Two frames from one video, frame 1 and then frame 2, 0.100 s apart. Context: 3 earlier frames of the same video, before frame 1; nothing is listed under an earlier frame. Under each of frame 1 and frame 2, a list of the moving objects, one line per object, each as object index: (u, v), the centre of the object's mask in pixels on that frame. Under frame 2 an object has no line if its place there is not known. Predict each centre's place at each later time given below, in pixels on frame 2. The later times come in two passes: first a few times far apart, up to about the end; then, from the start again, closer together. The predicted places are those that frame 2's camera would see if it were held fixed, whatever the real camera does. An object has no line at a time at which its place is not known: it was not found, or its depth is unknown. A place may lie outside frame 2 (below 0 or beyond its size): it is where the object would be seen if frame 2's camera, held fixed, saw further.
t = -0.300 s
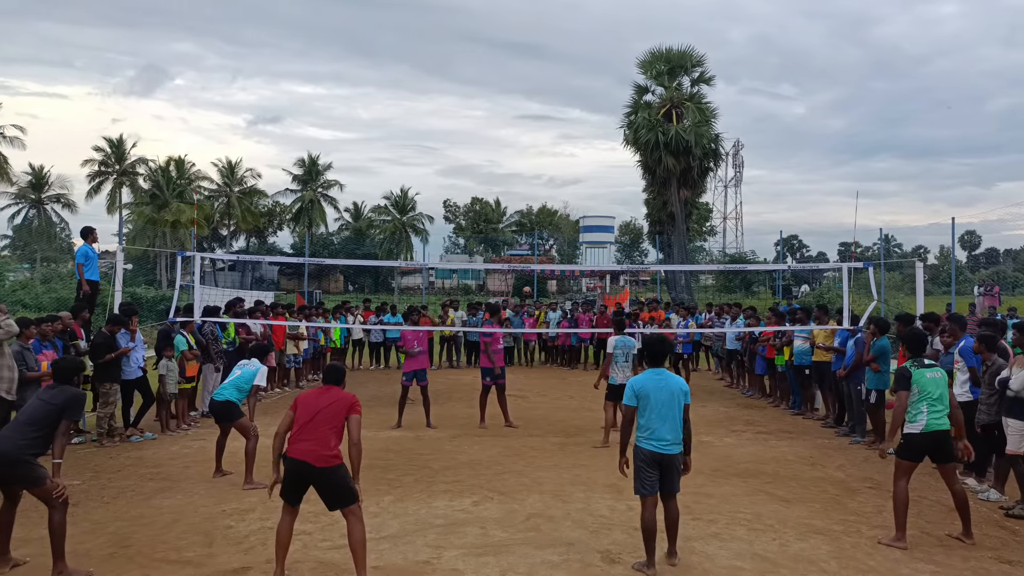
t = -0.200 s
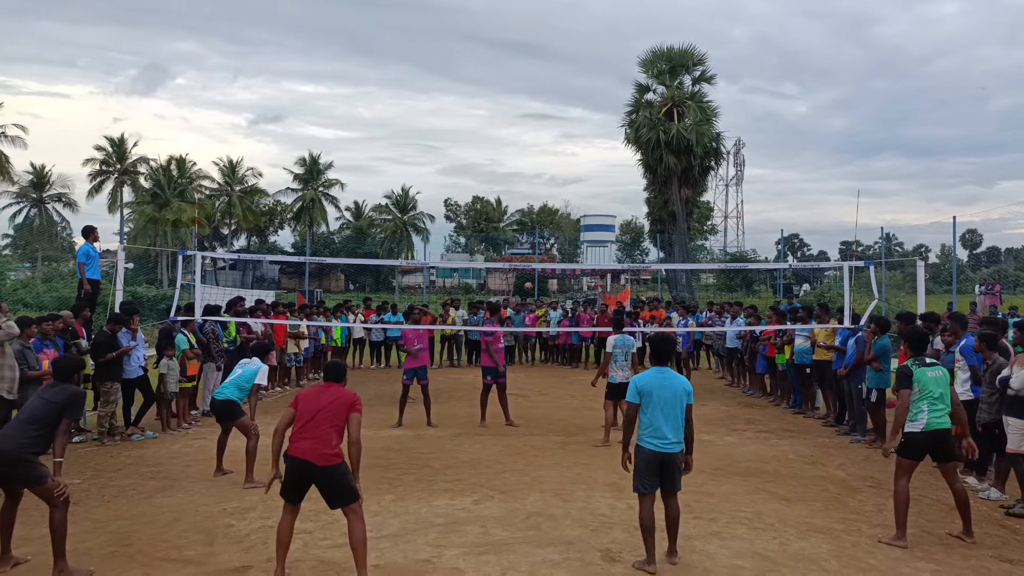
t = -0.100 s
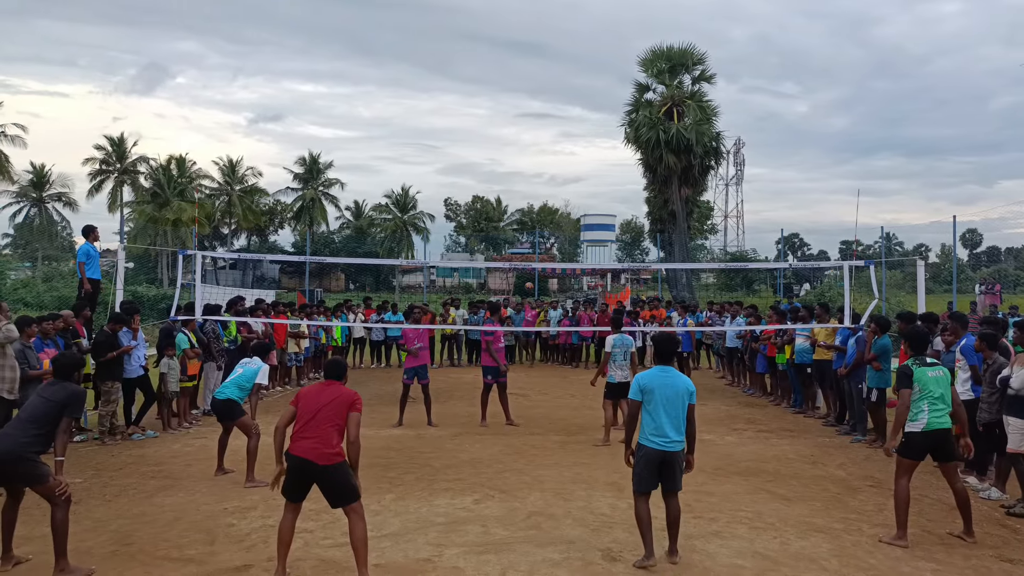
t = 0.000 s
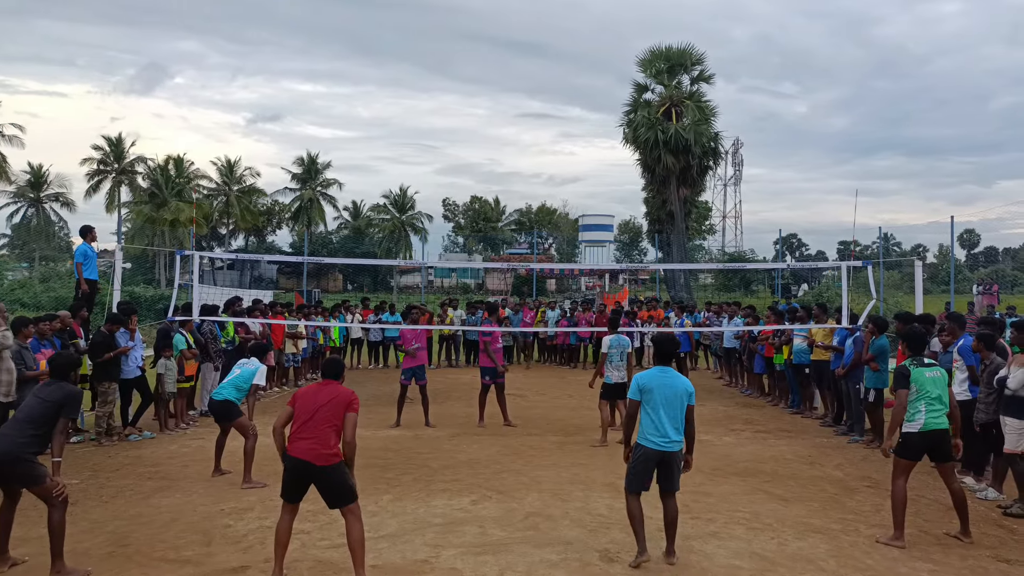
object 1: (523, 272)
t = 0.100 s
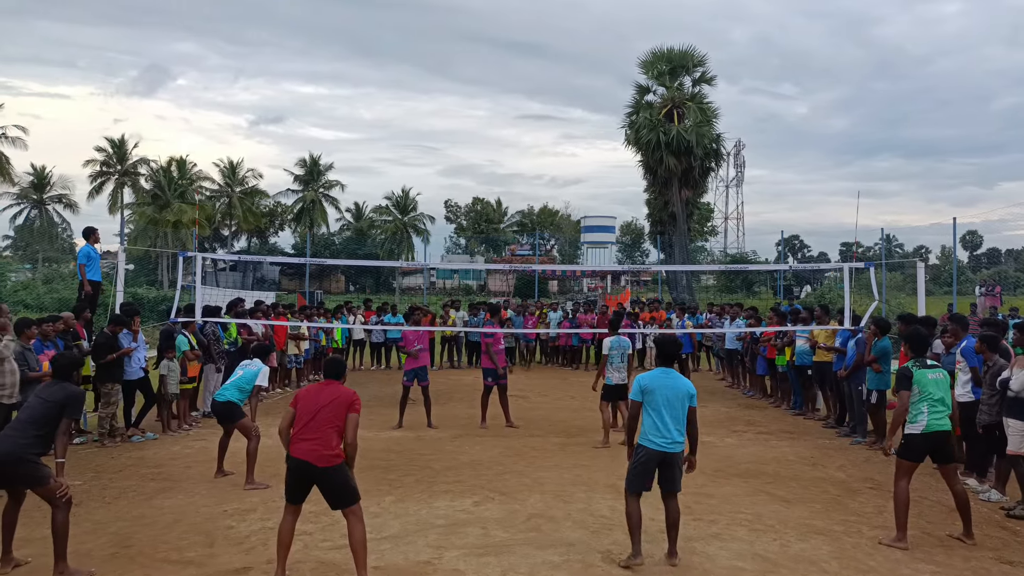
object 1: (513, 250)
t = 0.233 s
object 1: (497, 219)
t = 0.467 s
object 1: (461, 175)
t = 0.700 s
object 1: (412, 151)
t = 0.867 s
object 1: (364, 156)
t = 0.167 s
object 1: (505, 233)
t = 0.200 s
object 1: (500, 227)
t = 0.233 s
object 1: (497, 219)
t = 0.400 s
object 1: (473, 186)
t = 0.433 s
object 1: (467, 180)
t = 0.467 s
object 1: (461, 175)
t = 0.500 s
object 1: (455, 170)
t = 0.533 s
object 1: (449, 166)
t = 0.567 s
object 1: (442, 162)
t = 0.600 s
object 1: (435, 158)
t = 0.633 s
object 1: (428, 155)
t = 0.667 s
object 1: (420, 152)
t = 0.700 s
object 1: (412, 151)
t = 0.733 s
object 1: (403, 150)
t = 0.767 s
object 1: (395, 150)
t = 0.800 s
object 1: (386, 151)
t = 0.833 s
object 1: (375, 153)
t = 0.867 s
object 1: (364, 156)
